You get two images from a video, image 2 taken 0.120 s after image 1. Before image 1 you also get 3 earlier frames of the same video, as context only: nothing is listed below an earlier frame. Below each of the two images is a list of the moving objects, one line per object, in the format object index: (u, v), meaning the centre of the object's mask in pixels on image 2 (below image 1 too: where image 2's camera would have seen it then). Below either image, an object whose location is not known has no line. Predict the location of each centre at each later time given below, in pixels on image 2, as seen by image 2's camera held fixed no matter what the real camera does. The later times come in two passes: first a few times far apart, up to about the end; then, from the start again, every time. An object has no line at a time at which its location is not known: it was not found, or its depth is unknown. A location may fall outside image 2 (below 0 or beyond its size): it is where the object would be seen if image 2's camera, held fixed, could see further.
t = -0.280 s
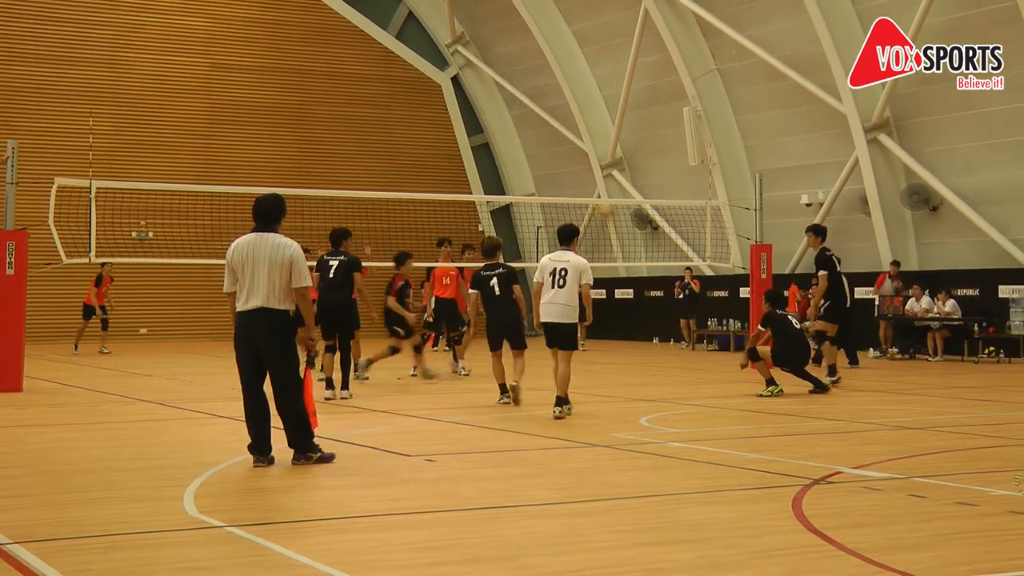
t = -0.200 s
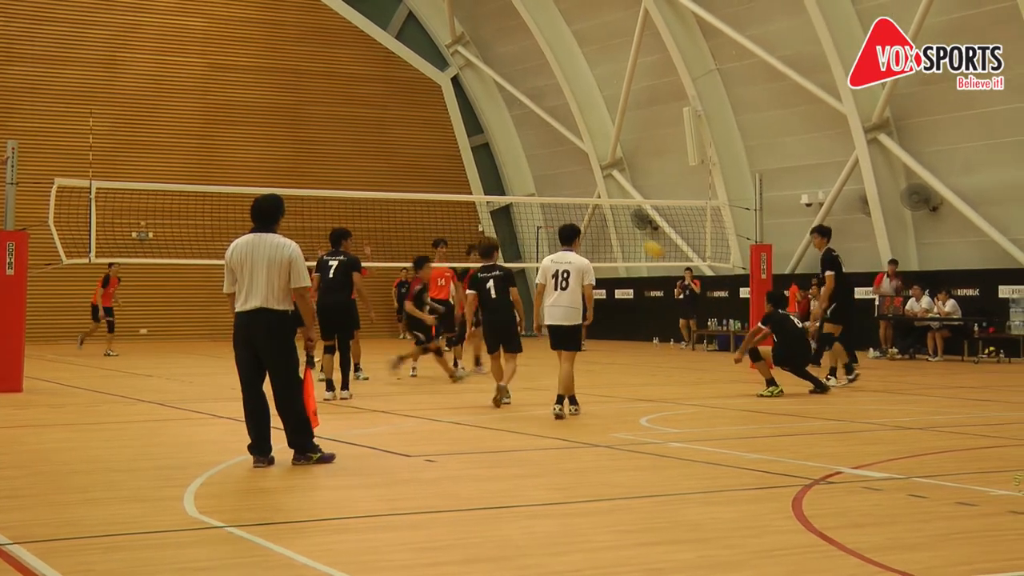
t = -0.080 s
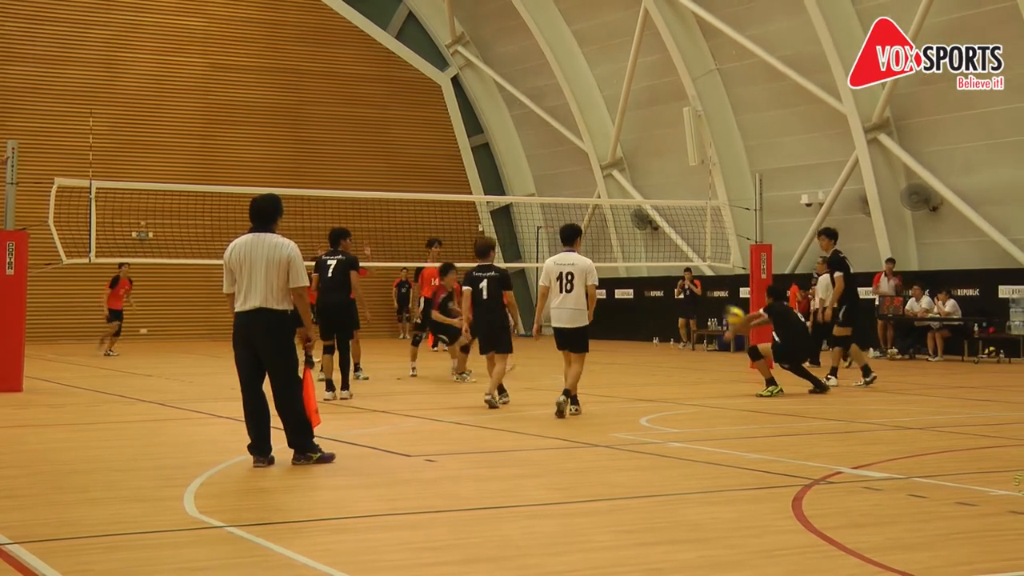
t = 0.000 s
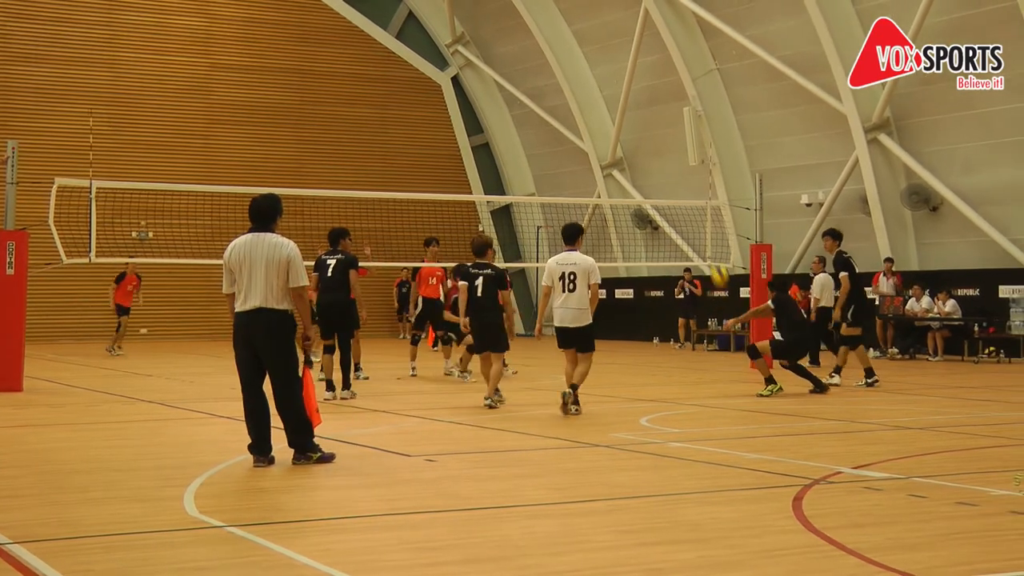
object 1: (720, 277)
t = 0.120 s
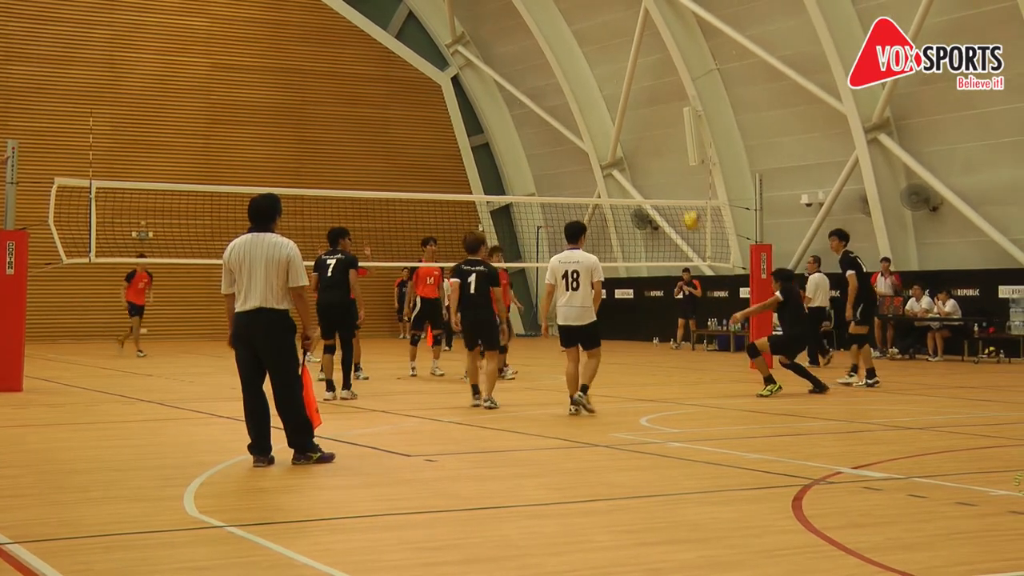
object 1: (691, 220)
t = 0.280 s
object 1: (658, 173)
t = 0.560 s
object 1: (606, 143)
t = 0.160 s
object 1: (683, 207)
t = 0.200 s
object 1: (674, 193)
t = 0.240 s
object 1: (666, 182)
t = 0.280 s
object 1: (658, 173)
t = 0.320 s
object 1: (651, 164)
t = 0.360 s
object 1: (643, 158)
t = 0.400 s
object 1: (635, 152)
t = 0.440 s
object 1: (627, 148)
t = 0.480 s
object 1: (620, 145)
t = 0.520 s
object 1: (613, 144)
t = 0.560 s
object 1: (606, 143)
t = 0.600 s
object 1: (599, 145)
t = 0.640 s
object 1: (592, 147)
